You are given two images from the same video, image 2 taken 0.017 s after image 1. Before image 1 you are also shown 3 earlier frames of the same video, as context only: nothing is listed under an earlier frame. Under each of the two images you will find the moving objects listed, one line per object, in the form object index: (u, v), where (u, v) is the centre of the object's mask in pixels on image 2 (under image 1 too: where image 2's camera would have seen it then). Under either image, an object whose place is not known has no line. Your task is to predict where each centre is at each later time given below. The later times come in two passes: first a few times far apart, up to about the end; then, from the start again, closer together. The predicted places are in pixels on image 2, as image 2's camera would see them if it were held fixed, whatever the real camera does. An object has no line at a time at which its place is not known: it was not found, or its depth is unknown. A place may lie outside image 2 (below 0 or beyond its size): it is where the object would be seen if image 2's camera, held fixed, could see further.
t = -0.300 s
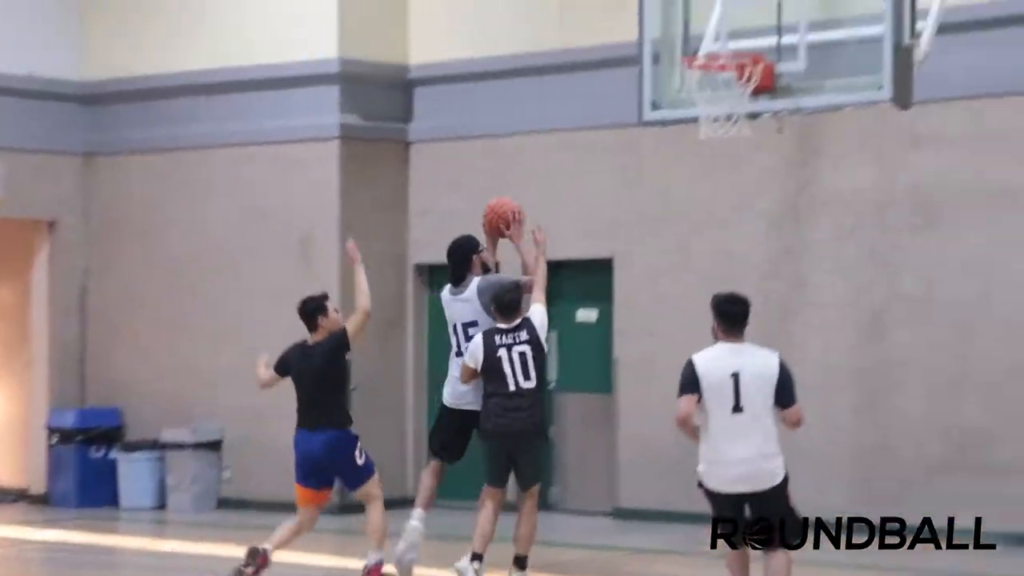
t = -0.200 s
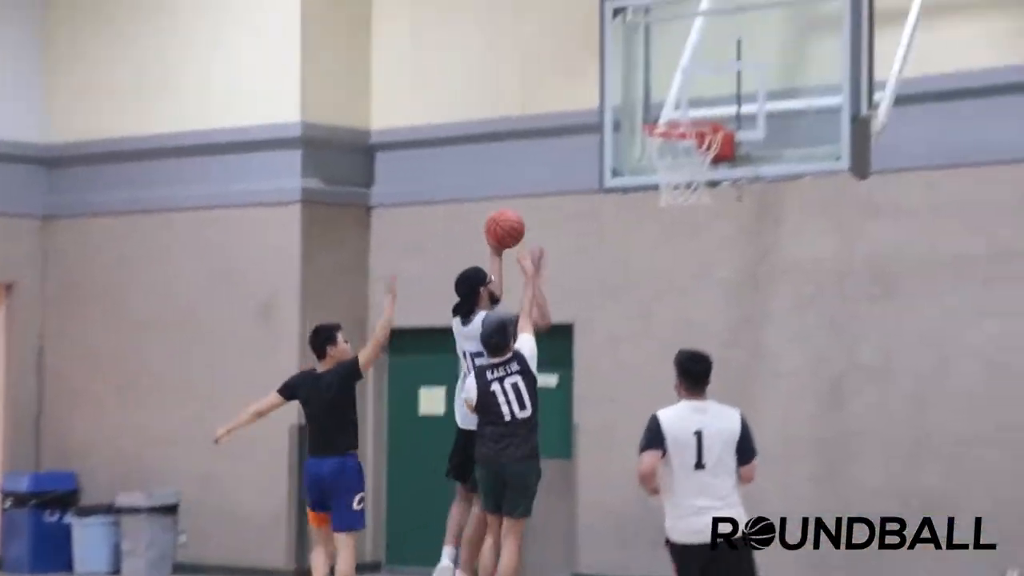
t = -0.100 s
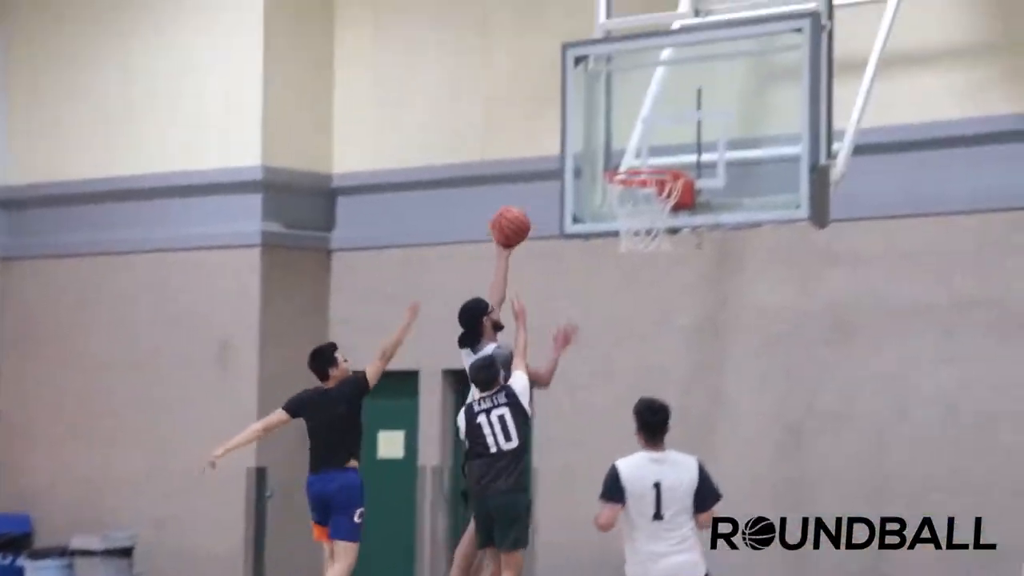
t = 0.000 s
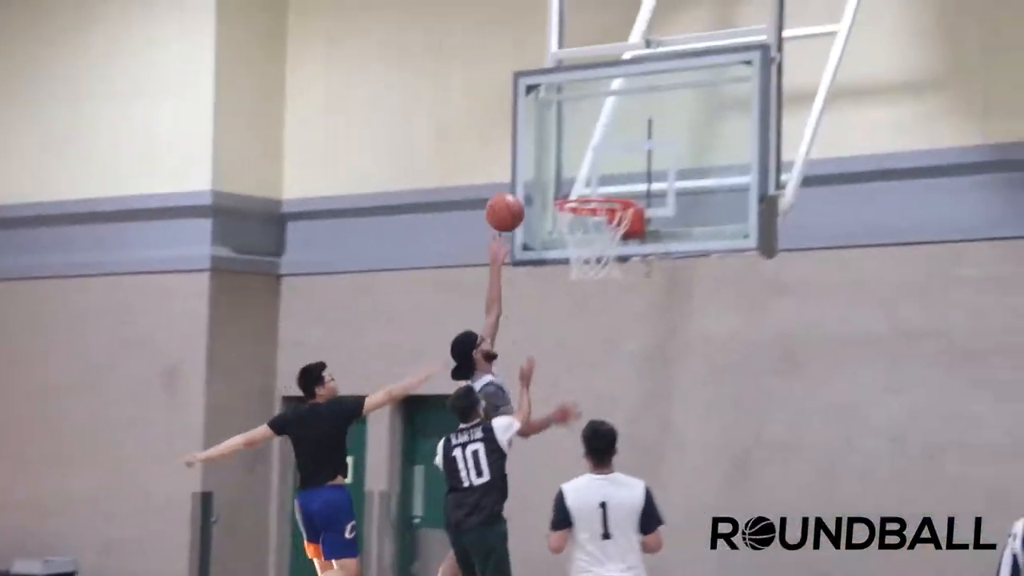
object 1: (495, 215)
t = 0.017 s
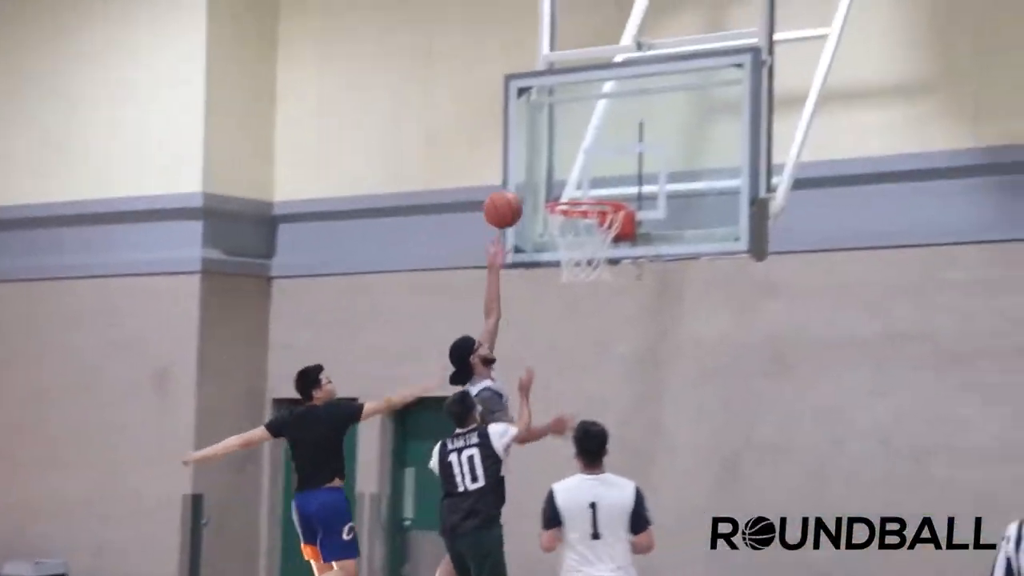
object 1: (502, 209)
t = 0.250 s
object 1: (562, 166)
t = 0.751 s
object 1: (594, 256)
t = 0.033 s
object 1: (509, 204)
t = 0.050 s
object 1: (516, 199)
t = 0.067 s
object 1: (524, 194)
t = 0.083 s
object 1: (530, 190)
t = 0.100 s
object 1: (537, 187)
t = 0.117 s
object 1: (544, 183)
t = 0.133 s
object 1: (551, 180)
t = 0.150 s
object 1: (555, 177)
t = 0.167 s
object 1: (557, 175)
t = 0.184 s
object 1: (558, 172)
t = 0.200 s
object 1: (559, 170)
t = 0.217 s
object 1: (560, 168)
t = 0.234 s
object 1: (560, 167)
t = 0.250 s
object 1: (562, 166)
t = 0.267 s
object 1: (562, 166)
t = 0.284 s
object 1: (564, 166)
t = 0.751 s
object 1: (594, 256)
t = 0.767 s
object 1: (594, 259)
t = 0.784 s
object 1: (593, 264)
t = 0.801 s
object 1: (593, 270)
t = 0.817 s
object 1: (592, 276)
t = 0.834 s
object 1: (592, 279)
